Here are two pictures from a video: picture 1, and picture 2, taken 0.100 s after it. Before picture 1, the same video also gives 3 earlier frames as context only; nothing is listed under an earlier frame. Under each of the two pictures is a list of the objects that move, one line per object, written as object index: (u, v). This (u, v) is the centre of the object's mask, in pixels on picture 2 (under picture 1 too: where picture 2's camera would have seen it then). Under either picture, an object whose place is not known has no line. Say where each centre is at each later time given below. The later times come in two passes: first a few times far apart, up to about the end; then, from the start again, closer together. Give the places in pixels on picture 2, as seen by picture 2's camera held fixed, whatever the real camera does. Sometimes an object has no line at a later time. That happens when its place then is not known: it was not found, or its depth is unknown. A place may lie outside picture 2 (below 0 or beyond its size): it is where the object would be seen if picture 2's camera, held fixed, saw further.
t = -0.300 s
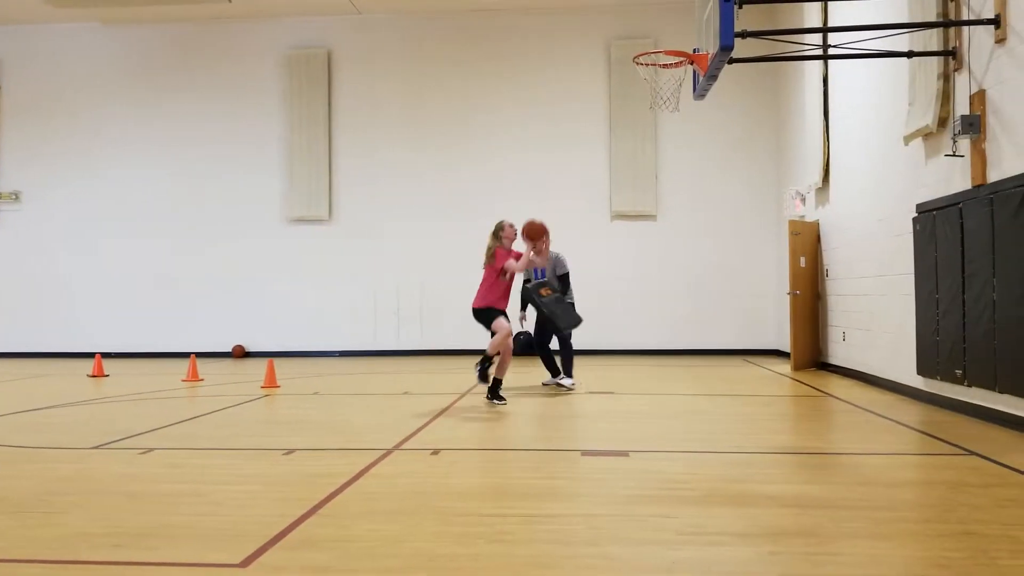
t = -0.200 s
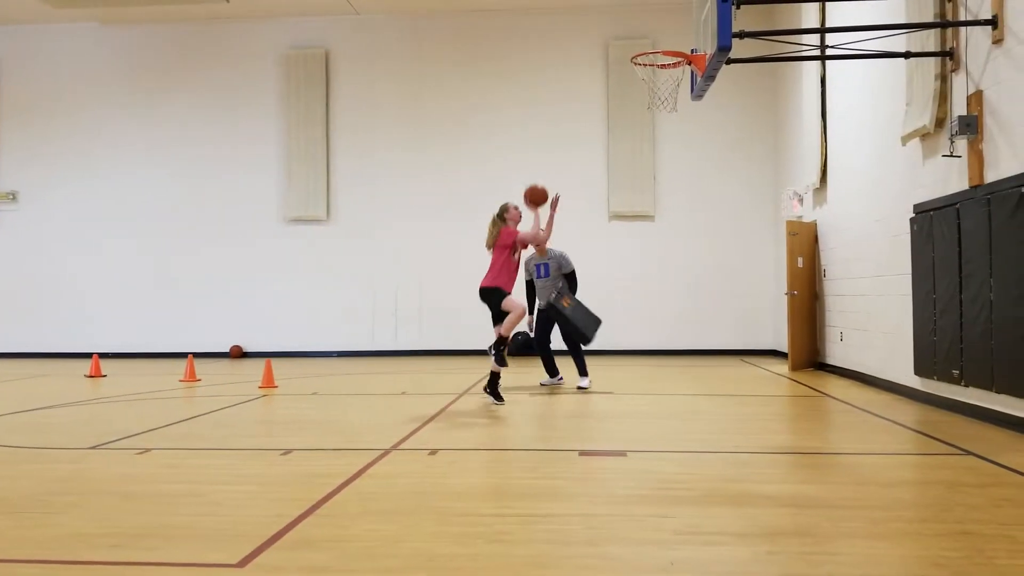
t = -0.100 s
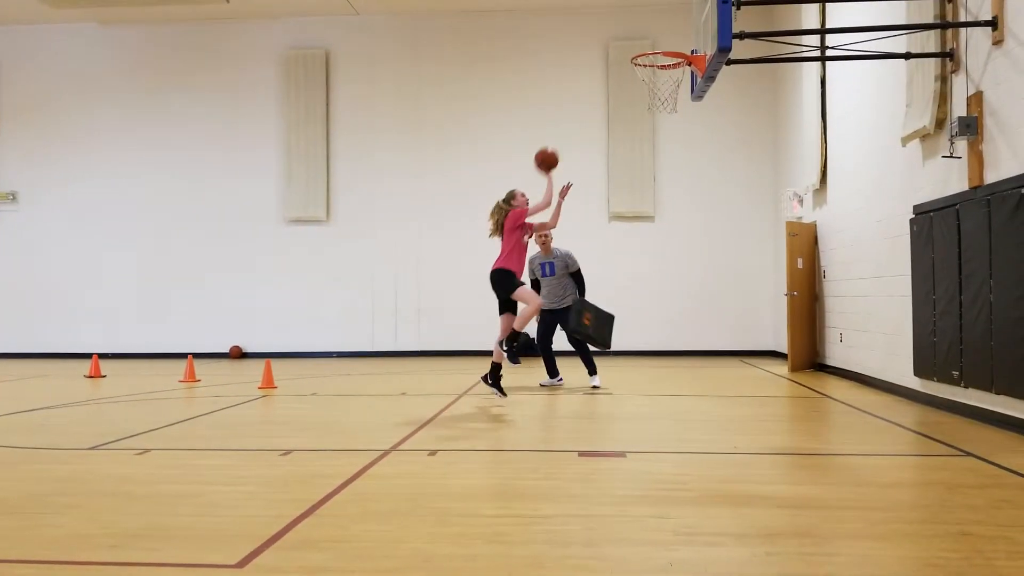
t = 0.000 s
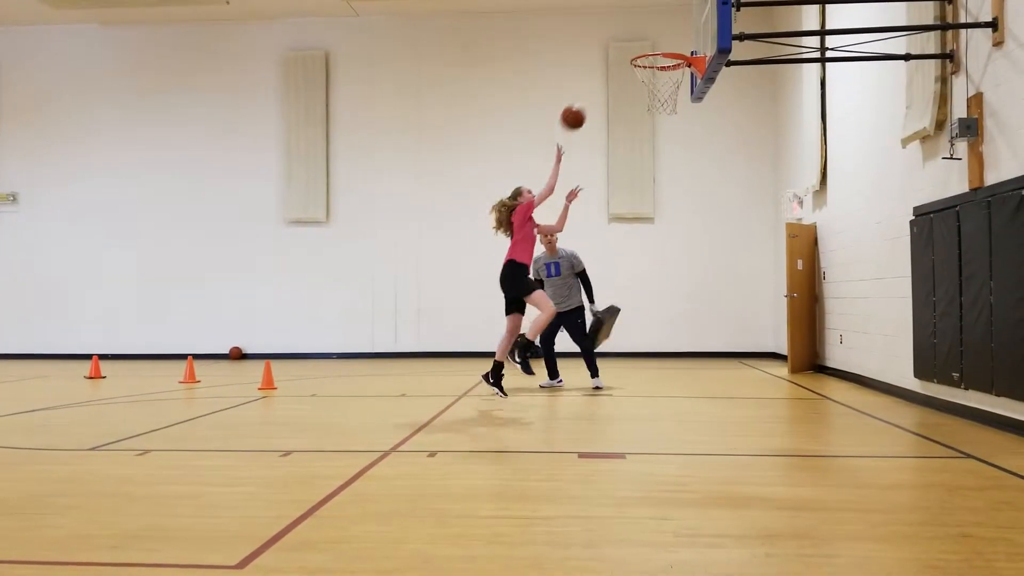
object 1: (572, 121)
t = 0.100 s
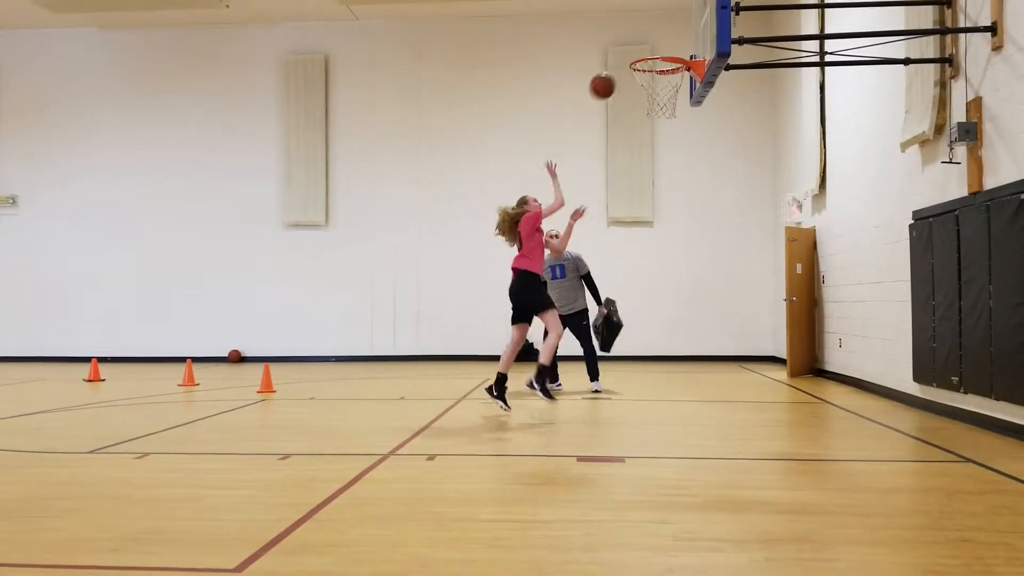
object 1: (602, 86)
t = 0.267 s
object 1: (656, 46)
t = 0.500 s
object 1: (659, 52)
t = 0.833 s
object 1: (690, 134)
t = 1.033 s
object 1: (715, 226)
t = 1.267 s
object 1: (746, 392)
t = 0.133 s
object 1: (613, 76)
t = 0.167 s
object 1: (623, 67)
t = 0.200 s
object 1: (634, 59)
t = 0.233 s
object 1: (644, 52)
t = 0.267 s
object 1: (656, 46)
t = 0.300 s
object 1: (667, 43)
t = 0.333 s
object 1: (679, 40)
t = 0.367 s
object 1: (689, 39)
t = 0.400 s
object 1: (685, 40)
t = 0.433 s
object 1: (676, 42)
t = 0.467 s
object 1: (668, 45)
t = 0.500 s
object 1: (659, 52)
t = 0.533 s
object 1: (650, 59)
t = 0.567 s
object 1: (644, 67)
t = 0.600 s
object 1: (651, 73)
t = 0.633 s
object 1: (659, 80)
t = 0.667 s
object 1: (666, 88)
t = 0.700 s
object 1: (672, 97)
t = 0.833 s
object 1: (690, 134)
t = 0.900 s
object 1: (698, 160)
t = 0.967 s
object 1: (707, 191)
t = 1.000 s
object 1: (711, 207)
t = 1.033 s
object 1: (715, 226)
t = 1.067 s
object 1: (720, 246)
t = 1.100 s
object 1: (724, 267)
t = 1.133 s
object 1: (728, 289)
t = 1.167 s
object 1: (733, 313)
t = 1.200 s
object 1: (737, 338)
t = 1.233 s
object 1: (741, 365)
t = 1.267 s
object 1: (746, 392)
